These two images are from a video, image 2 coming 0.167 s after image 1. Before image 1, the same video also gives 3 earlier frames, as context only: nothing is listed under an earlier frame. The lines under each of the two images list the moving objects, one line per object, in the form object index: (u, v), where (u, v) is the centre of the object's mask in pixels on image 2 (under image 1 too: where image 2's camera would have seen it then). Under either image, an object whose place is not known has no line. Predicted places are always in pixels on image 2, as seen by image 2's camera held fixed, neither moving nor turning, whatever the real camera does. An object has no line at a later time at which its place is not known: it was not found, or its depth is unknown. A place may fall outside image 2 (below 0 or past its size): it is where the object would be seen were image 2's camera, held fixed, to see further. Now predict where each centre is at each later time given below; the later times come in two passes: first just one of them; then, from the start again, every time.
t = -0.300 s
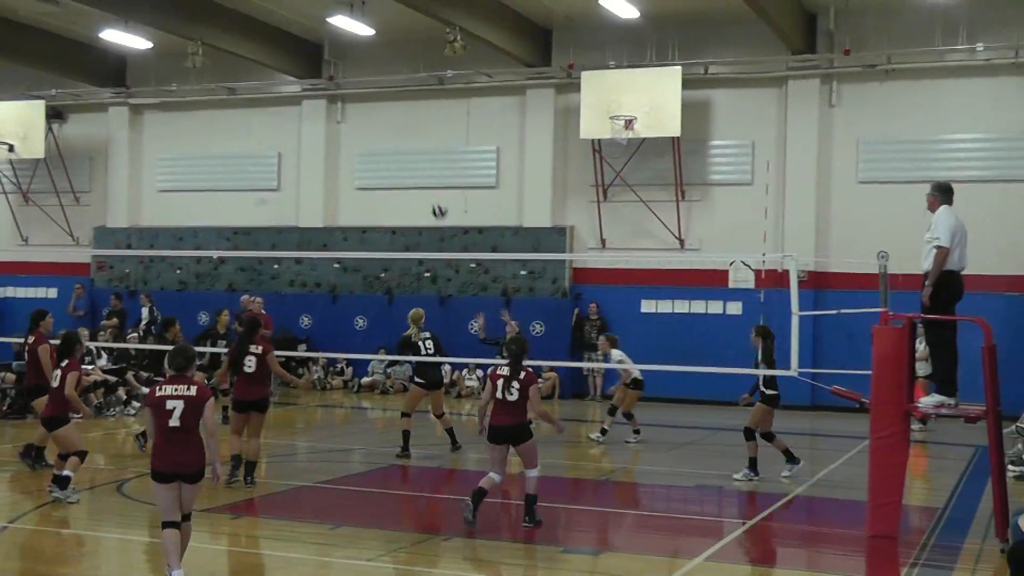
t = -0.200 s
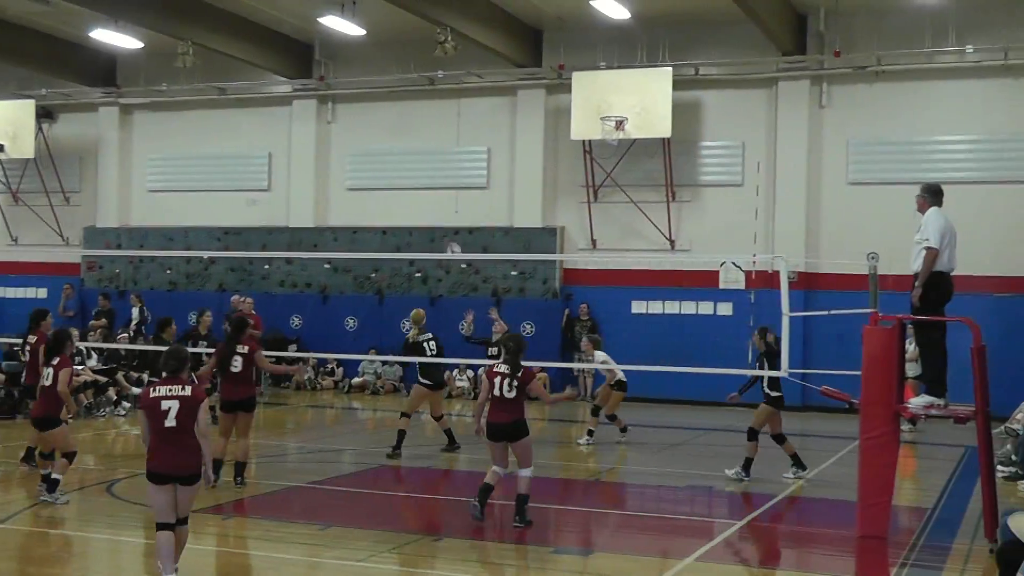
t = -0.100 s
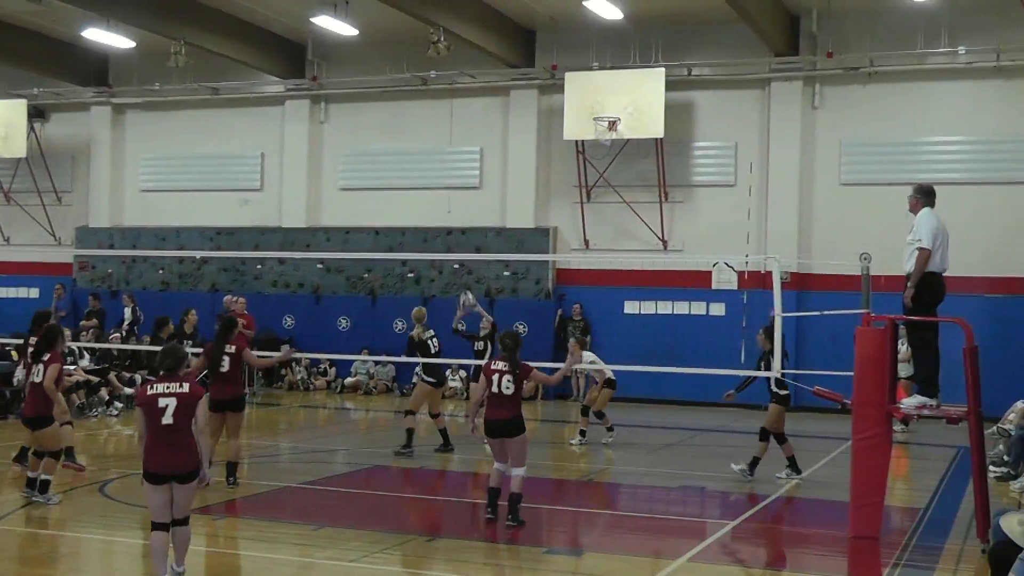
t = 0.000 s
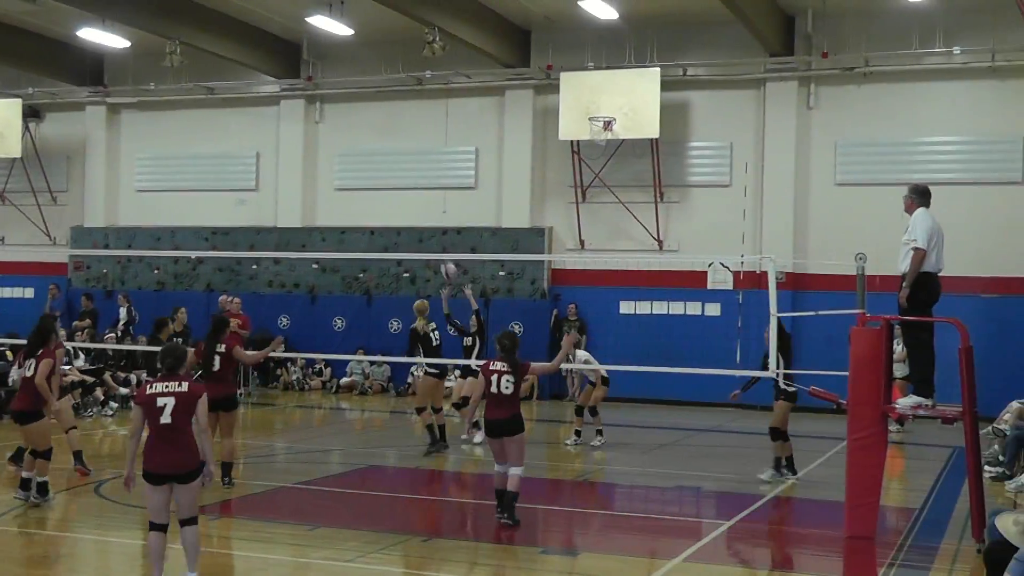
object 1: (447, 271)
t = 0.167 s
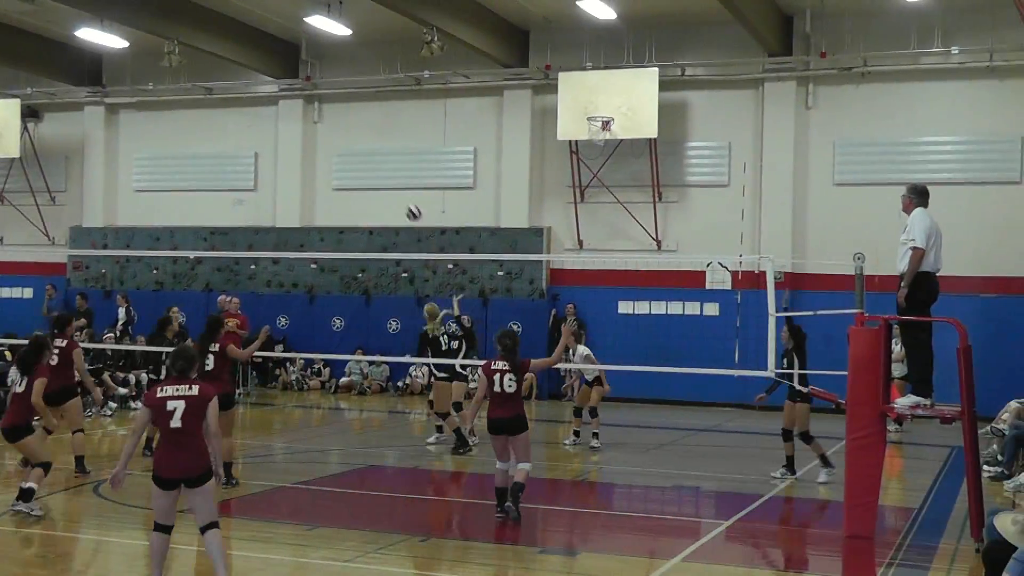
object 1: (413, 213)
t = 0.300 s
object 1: (387, 181)
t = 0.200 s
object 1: (407, 204)
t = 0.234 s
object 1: (401, 195)
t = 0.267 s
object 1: (393, 187)
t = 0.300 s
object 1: (387, 181)
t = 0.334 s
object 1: (380, 175)
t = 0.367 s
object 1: (373, 169)
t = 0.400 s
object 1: (368, 165)
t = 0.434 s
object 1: (361, 161)
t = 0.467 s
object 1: (355, 158)
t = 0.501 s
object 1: (349, 156)
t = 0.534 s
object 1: (339, 157)
